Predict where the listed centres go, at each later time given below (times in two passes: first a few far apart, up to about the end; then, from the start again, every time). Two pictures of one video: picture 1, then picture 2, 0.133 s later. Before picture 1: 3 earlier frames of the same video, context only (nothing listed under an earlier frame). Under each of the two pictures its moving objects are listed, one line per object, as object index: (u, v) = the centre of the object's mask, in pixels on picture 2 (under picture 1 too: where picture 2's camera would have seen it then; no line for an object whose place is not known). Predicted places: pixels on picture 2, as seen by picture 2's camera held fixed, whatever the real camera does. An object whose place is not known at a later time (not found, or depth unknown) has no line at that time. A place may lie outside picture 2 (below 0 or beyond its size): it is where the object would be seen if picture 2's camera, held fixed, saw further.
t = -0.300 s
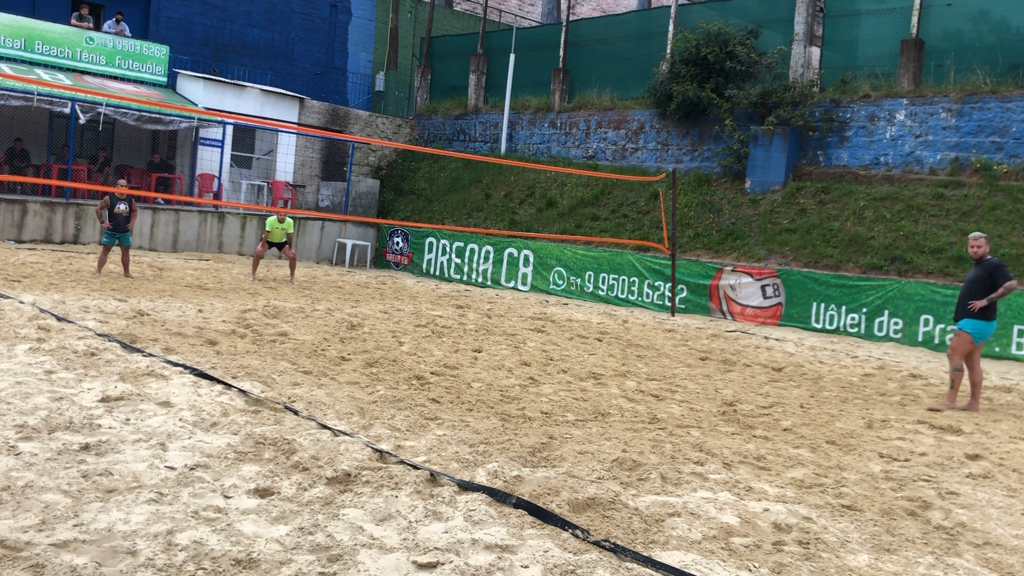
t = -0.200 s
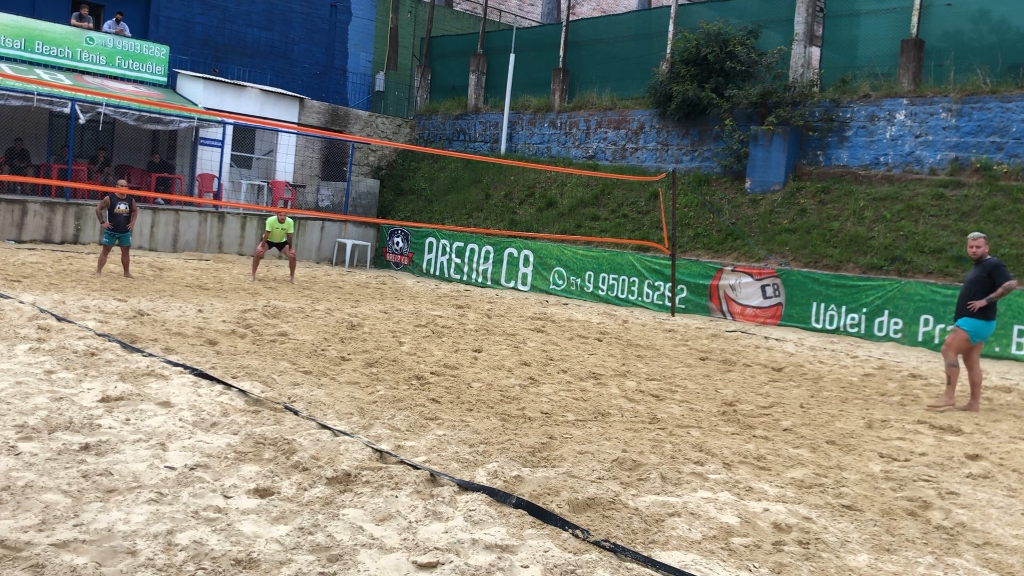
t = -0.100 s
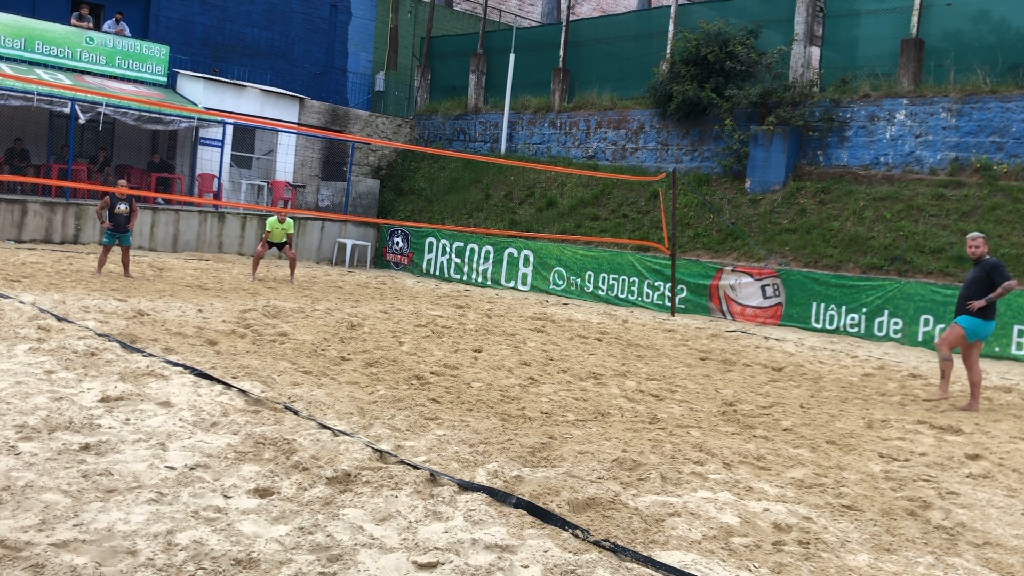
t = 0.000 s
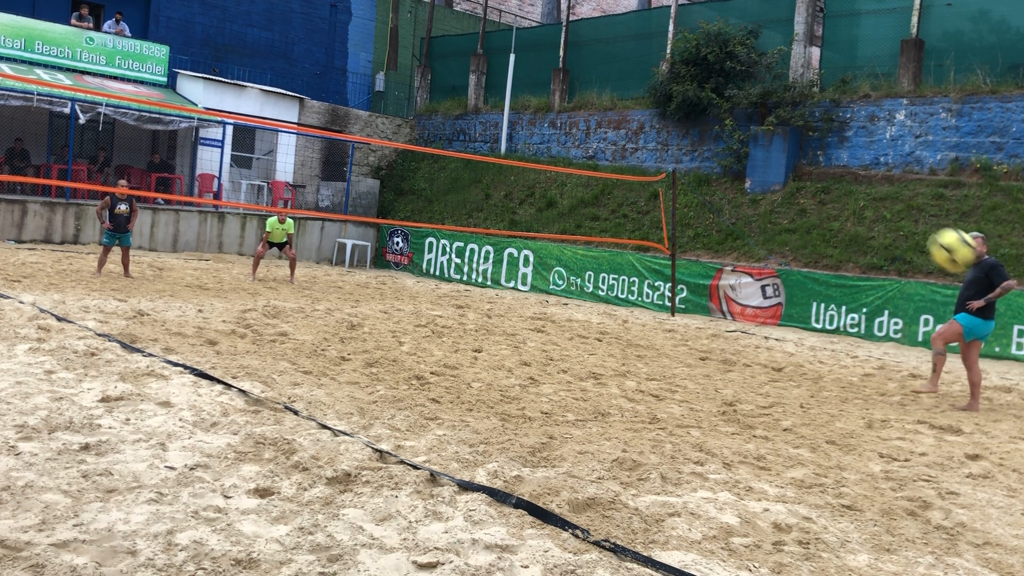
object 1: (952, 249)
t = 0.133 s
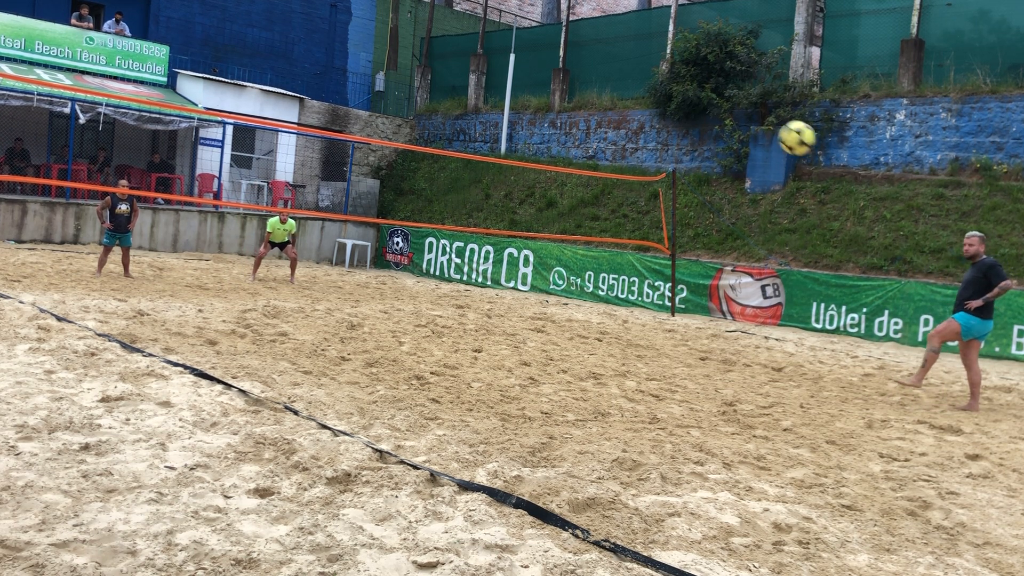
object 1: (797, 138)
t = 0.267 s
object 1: (692, 88)
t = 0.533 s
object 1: (558, 80)
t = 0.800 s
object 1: (473, 131)
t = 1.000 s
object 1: (428, 189)
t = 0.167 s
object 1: (767, 121)
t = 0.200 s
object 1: (739, 107)
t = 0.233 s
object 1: (715, 96)
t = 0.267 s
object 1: (692, 88)
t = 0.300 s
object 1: (670, 81)
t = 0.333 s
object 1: (651, 77)
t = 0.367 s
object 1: (632, 74)
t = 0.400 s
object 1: (615, 73)
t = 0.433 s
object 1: (600, 73)
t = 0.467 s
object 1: (585, 74)
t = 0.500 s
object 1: (571, 76)
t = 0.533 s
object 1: (558, 80)
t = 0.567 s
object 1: (545, 83)
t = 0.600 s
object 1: (533, 88)
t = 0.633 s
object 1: (522, 94)
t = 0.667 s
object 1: (512, 100)
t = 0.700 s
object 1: (501, 107)
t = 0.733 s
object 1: (492, 114)
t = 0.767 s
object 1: (482, 123)
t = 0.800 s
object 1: (473, 131)
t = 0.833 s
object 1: (466, 140)
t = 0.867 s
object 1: (457, 147)
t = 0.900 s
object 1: (449, 160)
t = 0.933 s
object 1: (442, 168)
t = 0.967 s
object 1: (435, 179)
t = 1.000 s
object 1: (428, 189)
